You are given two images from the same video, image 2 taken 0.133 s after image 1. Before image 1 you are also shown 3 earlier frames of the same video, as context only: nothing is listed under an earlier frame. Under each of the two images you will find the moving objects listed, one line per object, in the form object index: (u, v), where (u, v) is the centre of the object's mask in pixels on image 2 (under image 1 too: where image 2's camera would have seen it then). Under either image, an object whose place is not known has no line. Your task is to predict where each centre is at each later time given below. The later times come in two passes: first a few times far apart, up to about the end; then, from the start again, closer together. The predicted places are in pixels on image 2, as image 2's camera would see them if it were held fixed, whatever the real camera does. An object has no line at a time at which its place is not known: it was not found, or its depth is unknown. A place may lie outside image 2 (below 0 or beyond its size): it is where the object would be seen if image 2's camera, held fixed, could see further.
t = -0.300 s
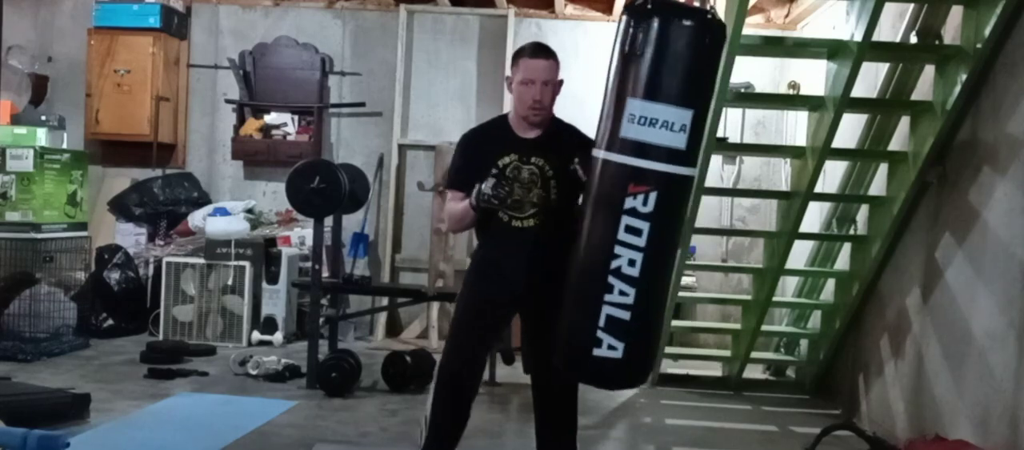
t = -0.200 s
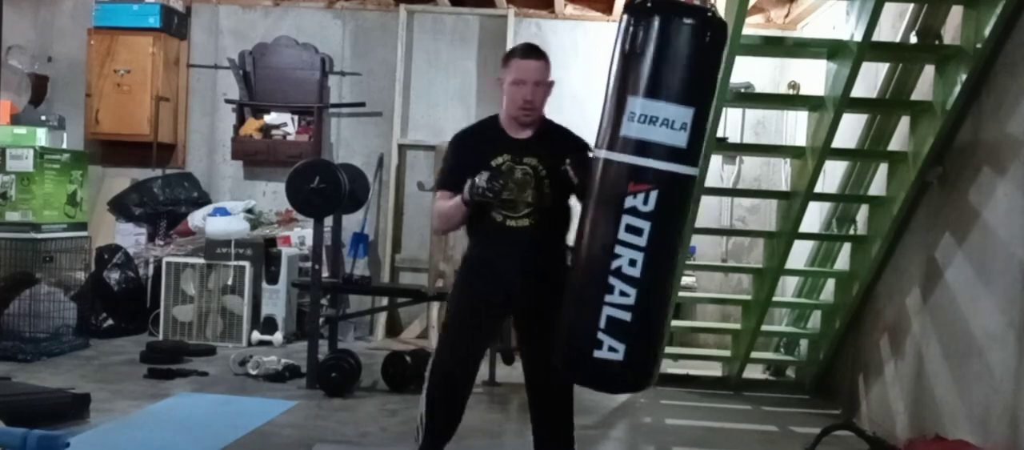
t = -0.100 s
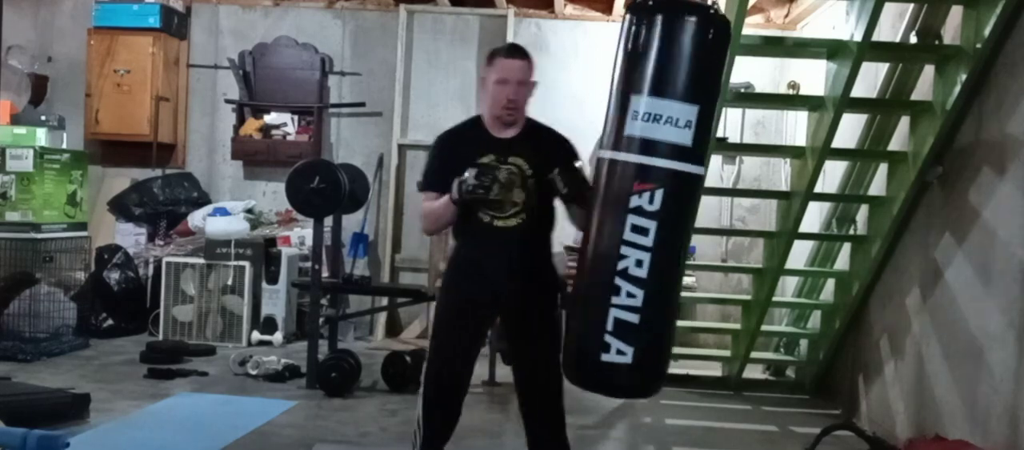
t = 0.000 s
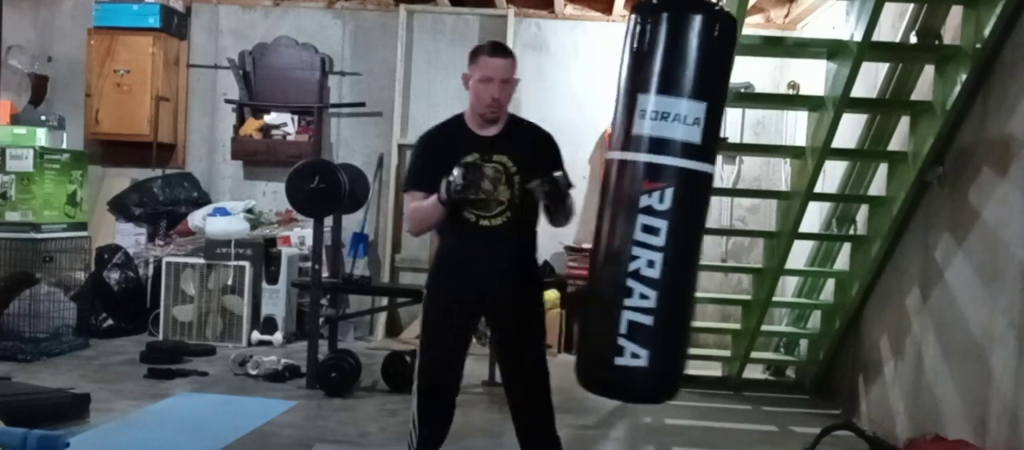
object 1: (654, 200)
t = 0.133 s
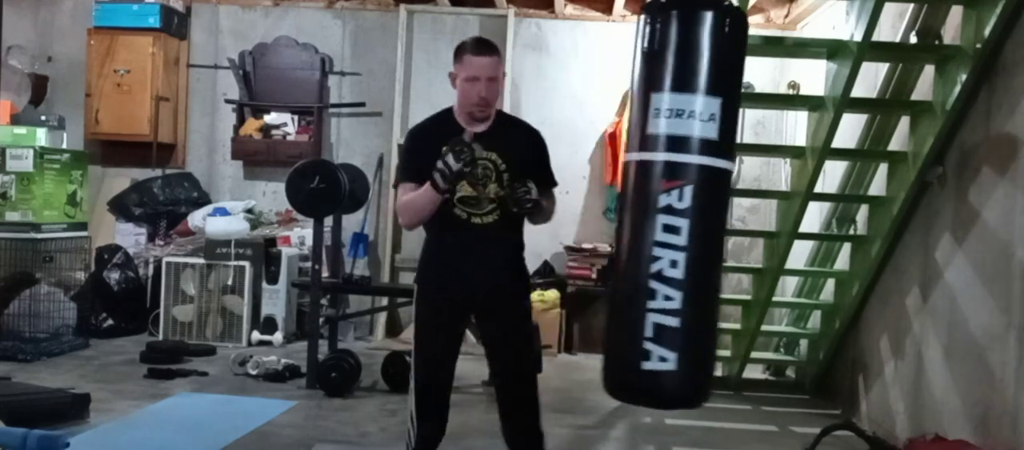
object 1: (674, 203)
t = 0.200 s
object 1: (685, 205)
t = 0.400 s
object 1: (721, 206)
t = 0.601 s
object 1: (744, 206)
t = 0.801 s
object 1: (750, 204)
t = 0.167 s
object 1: (680, 204)
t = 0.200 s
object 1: (685, 205)
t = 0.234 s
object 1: (691, 205)
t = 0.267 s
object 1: (697, 205)
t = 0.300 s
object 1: (703, 206)
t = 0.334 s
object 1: (708, 207)
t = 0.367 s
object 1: (715, 207)
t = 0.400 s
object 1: (721, 206)
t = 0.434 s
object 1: (725, 204)
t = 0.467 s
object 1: (729, 204)
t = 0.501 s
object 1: (732, 205)
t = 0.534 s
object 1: (736, 206)
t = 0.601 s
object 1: (744, 206)
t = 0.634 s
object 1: (747, 206)
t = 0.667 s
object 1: (748, 206)
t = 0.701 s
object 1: (749, 205)
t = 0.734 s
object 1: (750, 205)
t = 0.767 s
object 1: (750, 204)
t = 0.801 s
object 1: (750, 204)
